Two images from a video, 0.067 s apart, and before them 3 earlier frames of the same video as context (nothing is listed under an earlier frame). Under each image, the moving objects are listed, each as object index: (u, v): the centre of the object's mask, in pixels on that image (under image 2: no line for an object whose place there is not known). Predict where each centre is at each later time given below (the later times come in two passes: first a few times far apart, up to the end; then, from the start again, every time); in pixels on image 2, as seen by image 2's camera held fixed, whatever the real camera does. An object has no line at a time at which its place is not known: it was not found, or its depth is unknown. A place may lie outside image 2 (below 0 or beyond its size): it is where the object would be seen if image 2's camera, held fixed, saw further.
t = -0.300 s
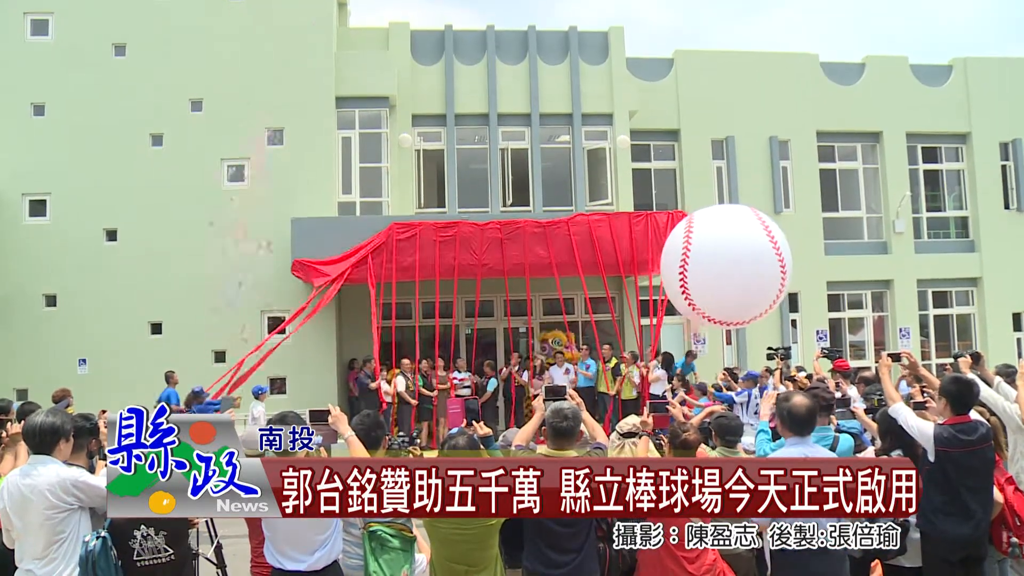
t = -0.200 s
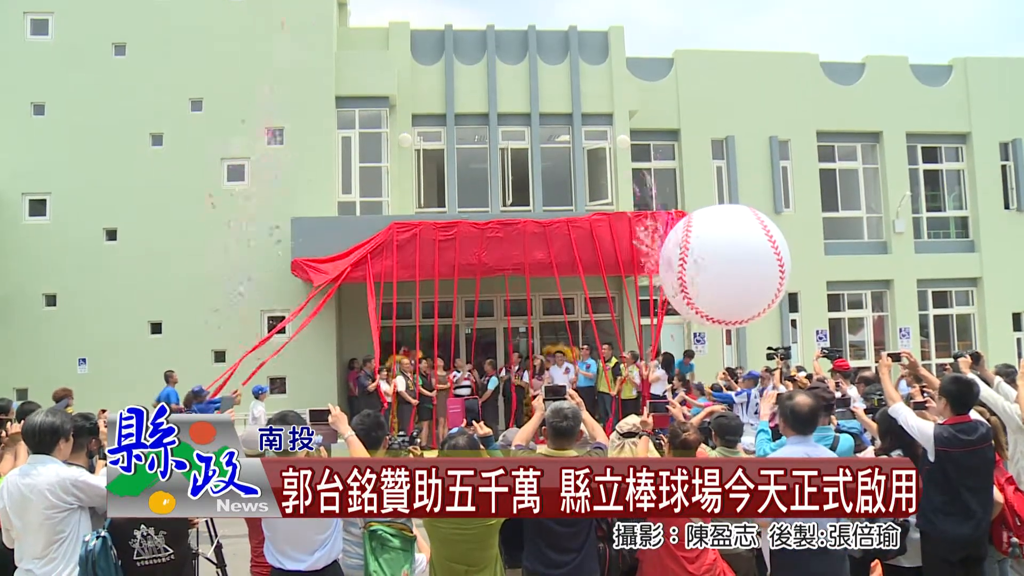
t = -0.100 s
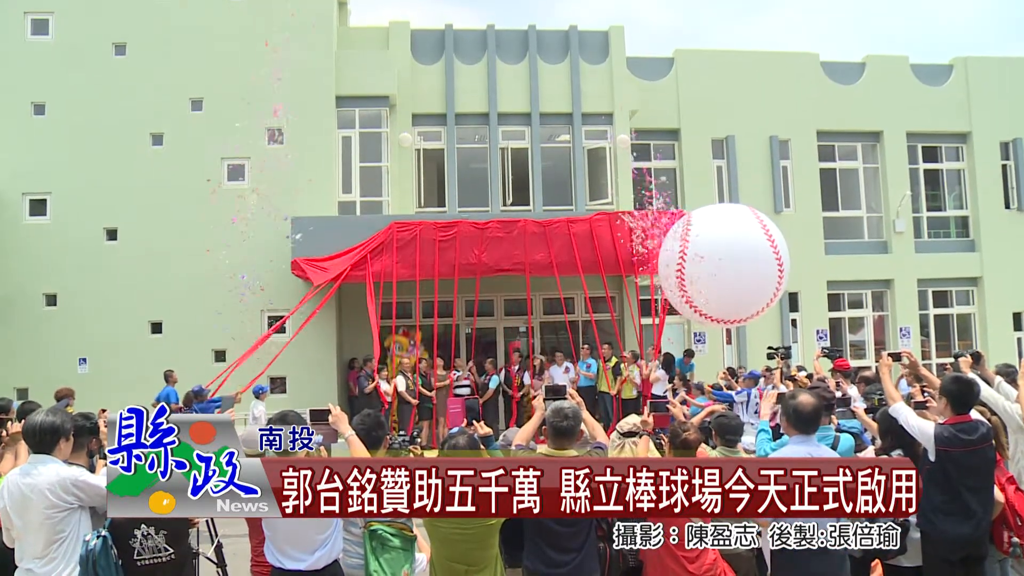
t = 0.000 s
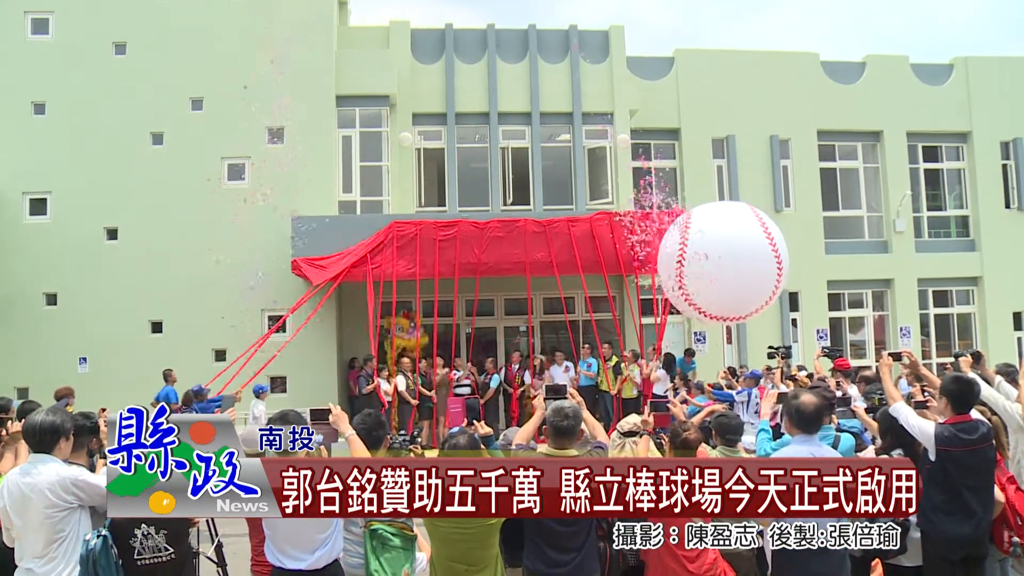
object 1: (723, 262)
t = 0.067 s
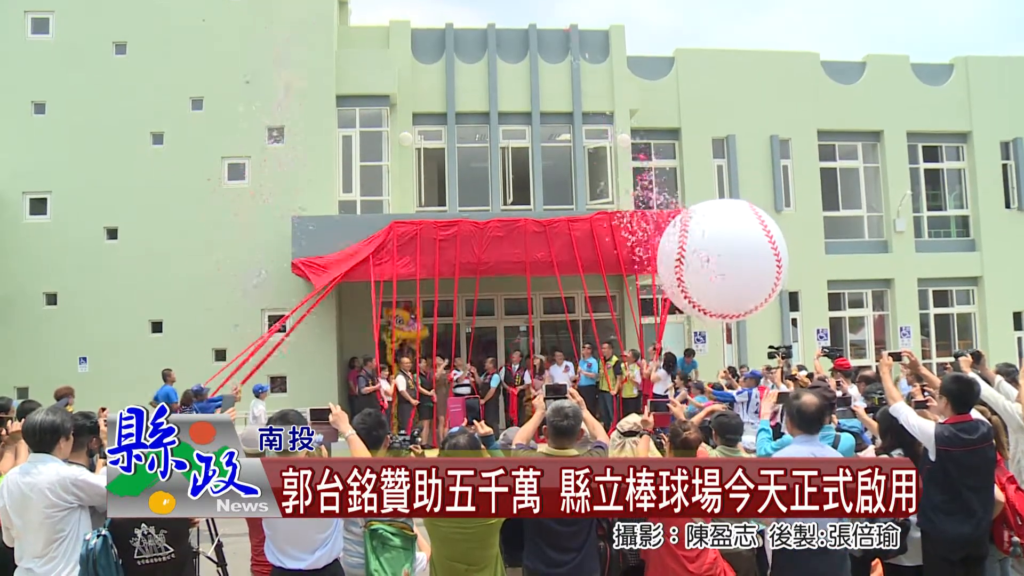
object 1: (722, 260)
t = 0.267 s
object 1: (720, 250)
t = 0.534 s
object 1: (717, 232)
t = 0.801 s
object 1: (716, 209)
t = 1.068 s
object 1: (713, 180)
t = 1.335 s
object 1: (711, 146)
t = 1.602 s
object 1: (709, 107)
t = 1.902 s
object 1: (706, 60)
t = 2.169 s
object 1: (702, 37)
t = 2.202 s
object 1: (702, 35)
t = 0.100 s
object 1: (722, 259)
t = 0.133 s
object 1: (722, 257)
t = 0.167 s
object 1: (721, 255)
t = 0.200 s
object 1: (721, 254)
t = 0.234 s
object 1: (720, 252)
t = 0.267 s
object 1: (720, 250)
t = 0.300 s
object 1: (720, 248)
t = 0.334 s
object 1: (719, 245)
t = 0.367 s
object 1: (719, 244)
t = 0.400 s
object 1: (718, 241)
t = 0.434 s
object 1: (718, 239)
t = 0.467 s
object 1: (718, 237)
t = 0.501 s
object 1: (718, 235)
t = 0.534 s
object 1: (717, 232)
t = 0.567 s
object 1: (717, 230)
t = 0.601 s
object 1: (717, 227)
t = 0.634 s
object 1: (717, 225)
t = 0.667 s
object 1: (717, 222)
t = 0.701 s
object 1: (716, 219)
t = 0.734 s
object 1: (716, 216)
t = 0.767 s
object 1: (716, 212)
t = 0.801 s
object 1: (716, 209)
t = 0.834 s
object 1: (715, 206)
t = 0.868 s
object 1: (715, 202)
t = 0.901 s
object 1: (715, 198)
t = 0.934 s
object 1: (714, 195)
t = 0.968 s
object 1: (714, 191)
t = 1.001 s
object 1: (714, 186)
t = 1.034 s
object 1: (714, 183)
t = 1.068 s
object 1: (713, 180)
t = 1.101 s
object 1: (713, 175)
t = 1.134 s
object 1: (713, 171)
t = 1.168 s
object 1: (712, 167)
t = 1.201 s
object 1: (712, 163)
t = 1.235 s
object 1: (712, 159)
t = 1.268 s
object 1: (712, 155)
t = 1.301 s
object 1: (712, 150)
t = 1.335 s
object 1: (711, 146)
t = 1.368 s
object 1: (711, 141)
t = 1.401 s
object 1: (711, 137)
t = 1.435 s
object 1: (710, 132)
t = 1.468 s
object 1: (710, 127)
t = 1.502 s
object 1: (710, 122)
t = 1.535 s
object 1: (709, 117)
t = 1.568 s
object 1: (709, 112)
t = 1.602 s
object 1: (709, 107)
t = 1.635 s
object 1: (708, 102)
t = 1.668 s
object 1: (708, 97)
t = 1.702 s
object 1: (708, 91)
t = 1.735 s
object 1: (708, 86)
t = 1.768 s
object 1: (707, 81)
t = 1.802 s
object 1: (707, 76)
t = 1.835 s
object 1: (706, 69)
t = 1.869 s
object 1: (706, 65)
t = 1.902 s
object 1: (706, 60)
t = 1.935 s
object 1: (705, 57)
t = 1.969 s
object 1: (704, 54)
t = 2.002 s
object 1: (704, 51)
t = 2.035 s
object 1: (703, 48)
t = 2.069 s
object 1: (703, 45)
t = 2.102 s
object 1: (702, 42)
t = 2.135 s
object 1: (702, 40)
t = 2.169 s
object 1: (702, 37)
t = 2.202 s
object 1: (702, 35)
